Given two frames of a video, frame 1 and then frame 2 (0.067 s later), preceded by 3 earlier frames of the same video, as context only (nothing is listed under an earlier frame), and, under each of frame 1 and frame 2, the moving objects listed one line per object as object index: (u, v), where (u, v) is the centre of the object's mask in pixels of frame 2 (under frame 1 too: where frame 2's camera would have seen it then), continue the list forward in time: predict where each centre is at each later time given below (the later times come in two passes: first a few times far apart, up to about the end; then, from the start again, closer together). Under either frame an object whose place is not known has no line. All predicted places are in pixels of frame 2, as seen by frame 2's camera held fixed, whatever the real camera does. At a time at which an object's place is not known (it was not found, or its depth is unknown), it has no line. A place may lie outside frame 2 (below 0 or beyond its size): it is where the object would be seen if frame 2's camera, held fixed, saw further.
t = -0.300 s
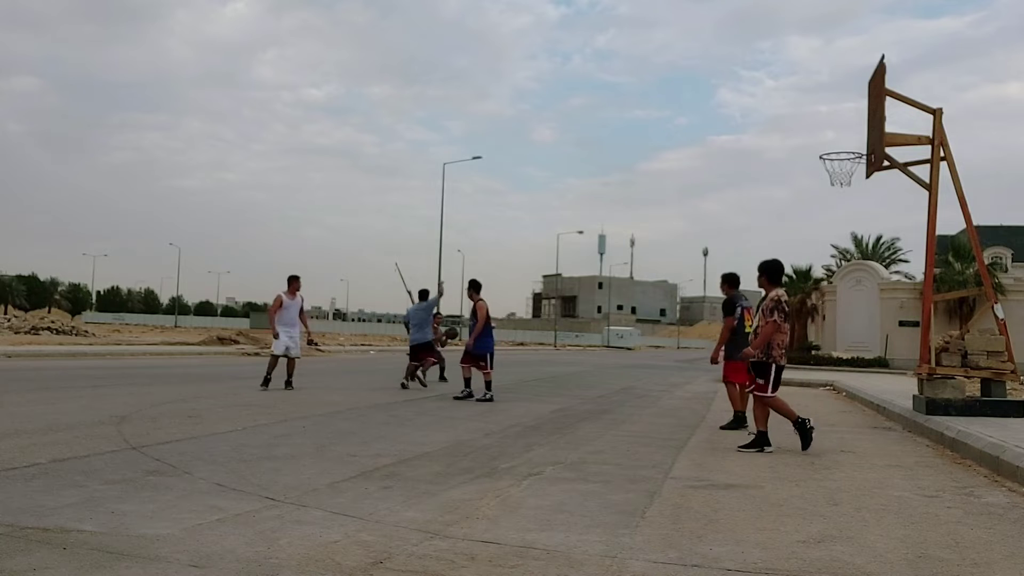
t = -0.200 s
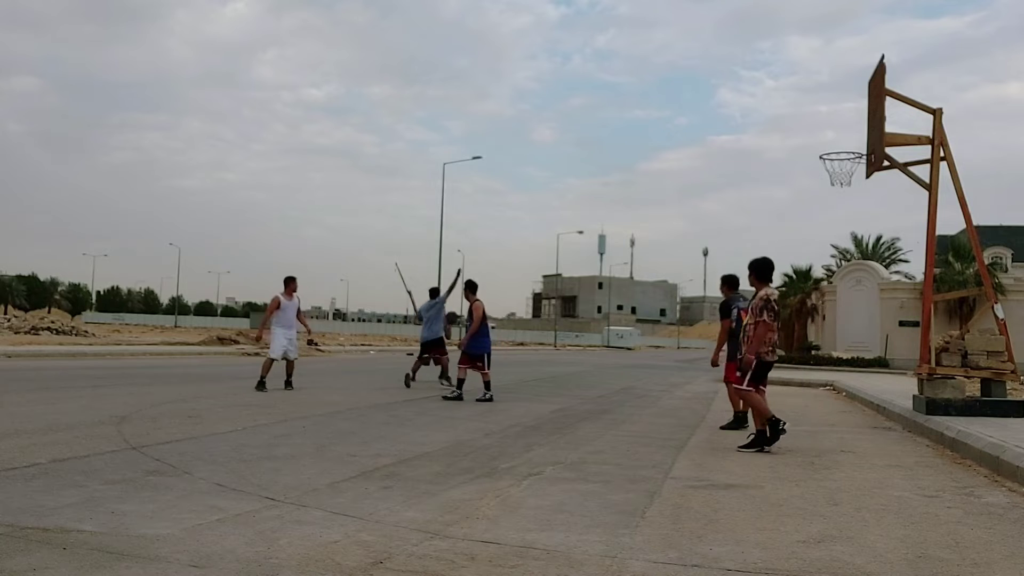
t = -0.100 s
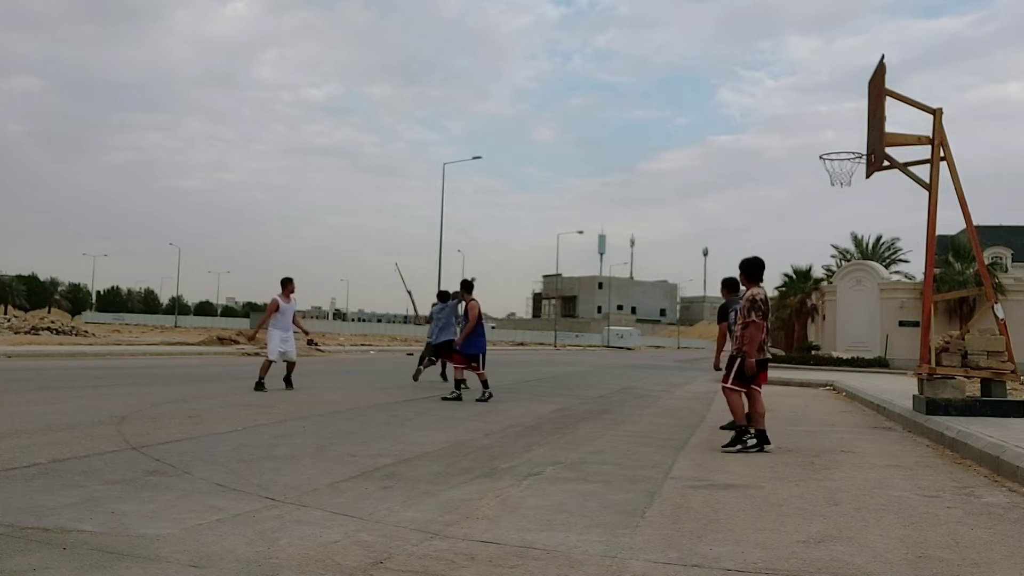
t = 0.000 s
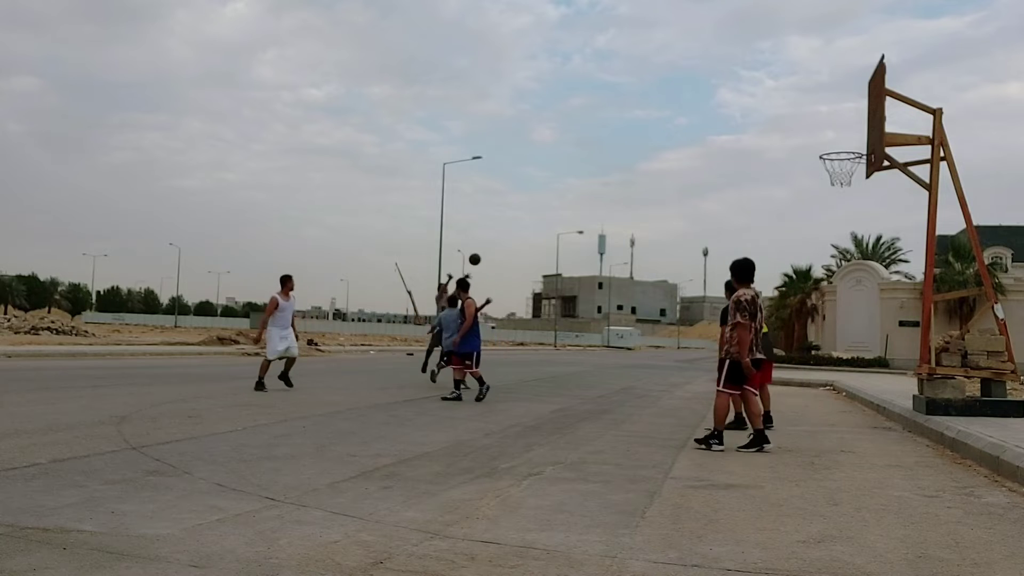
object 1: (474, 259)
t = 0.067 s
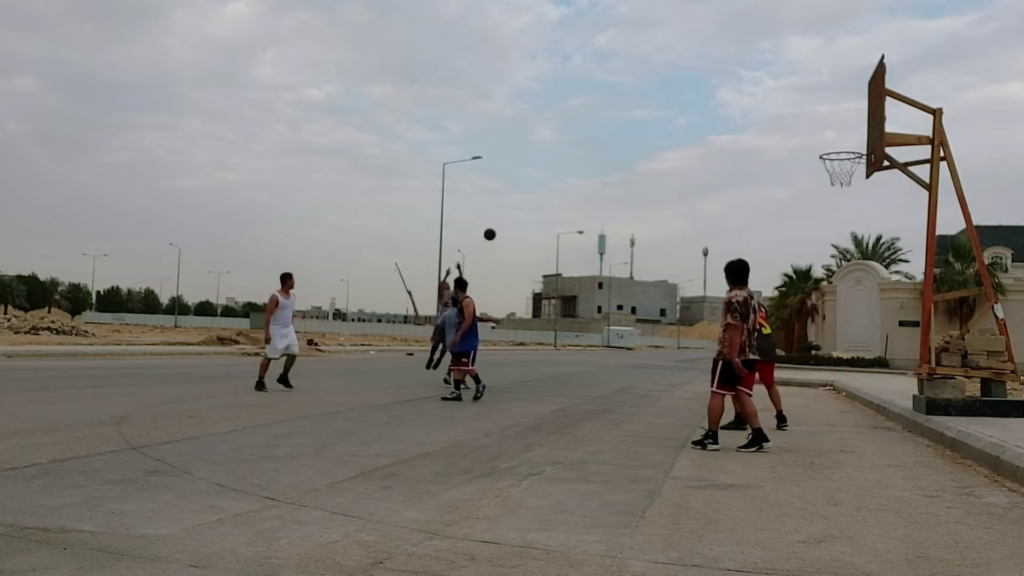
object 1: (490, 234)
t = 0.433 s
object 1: (579, 128)
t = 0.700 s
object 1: (654, 88)
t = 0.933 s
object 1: (729, 87)
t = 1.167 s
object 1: (816, 127)
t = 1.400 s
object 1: (821, 199)
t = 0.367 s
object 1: (561, 143)
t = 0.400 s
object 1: (570, 135)
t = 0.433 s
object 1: (579, 128)
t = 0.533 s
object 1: (606, 108)
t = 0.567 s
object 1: (615, 103)
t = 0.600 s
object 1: (625, 98)
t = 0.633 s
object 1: (634, 94)
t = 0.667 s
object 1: (644, 91)
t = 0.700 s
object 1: (654, 88)
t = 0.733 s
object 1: (664, 85)
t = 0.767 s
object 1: (675, 84)
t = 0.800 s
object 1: (685, 83)
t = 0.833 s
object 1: (696, 83)
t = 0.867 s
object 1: (707, 83)
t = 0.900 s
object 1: (718, 84)
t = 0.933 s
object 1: (729, 87)
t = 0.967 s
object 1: (741, 90)
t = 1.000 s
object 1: (752, 94)
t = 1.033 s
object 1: (764, 98)
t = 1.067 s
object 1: (777, 104)
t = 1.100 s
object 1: (789, 111)
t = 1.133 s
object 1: (802, 118)
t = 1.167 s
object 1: (816, 127)
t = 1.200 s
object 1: (829, 137)
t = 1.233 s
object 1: (843, 148)
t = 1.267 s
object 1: (857, 160)
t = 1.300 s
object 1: (850, 168)
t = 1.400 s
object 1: (821, 199)
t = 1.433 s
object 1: (811, 211)
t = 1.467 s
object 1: (802, 224)
